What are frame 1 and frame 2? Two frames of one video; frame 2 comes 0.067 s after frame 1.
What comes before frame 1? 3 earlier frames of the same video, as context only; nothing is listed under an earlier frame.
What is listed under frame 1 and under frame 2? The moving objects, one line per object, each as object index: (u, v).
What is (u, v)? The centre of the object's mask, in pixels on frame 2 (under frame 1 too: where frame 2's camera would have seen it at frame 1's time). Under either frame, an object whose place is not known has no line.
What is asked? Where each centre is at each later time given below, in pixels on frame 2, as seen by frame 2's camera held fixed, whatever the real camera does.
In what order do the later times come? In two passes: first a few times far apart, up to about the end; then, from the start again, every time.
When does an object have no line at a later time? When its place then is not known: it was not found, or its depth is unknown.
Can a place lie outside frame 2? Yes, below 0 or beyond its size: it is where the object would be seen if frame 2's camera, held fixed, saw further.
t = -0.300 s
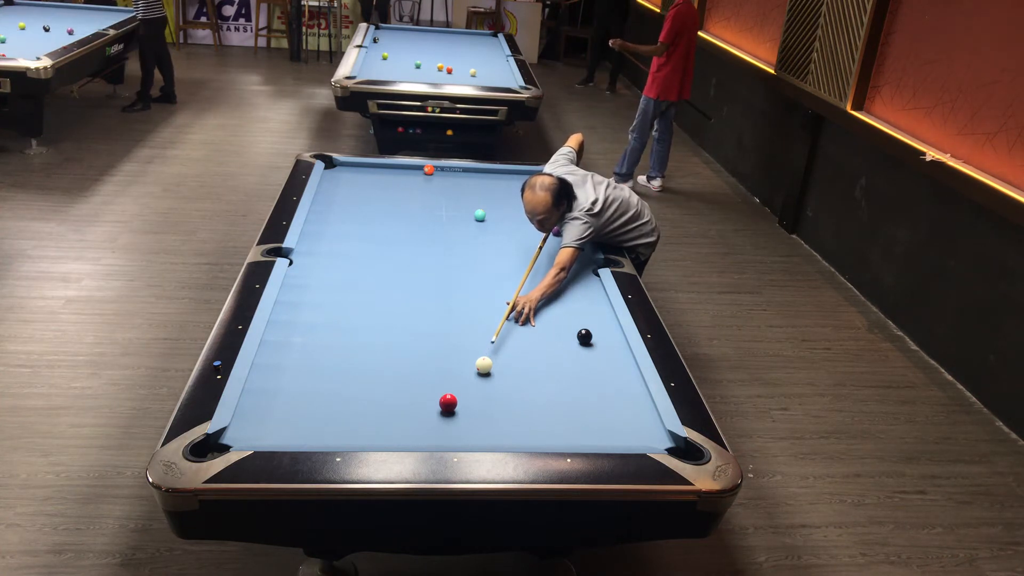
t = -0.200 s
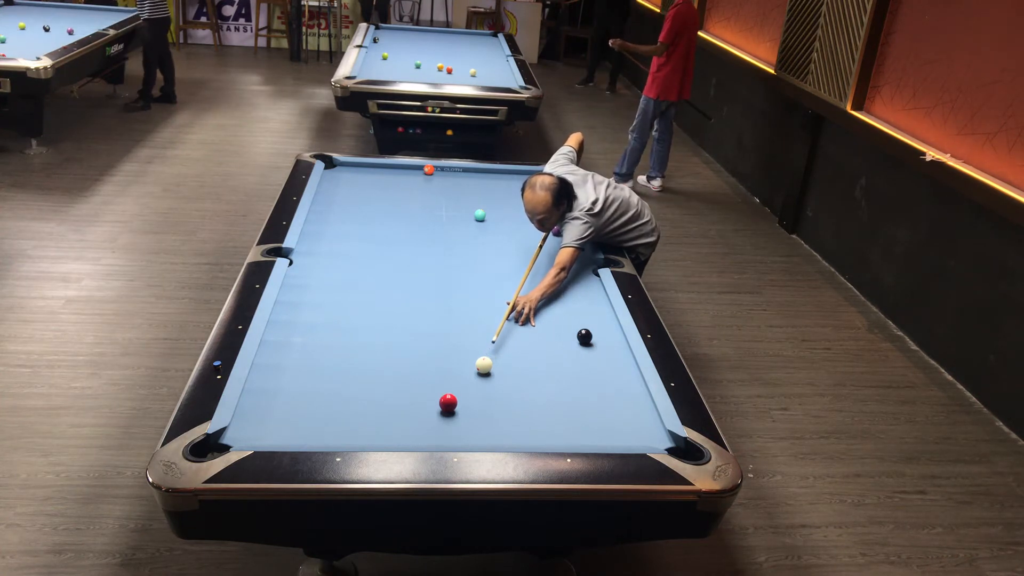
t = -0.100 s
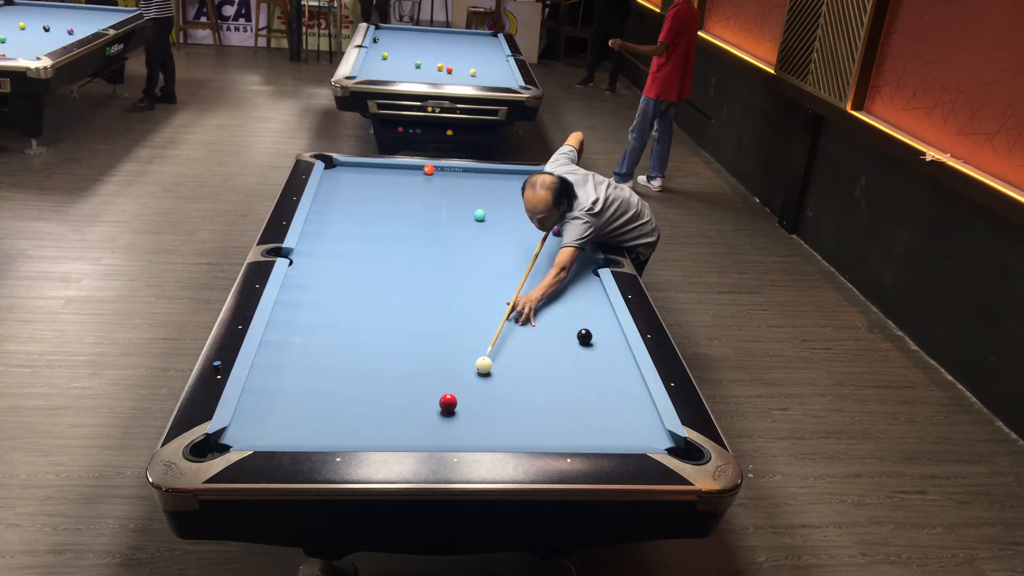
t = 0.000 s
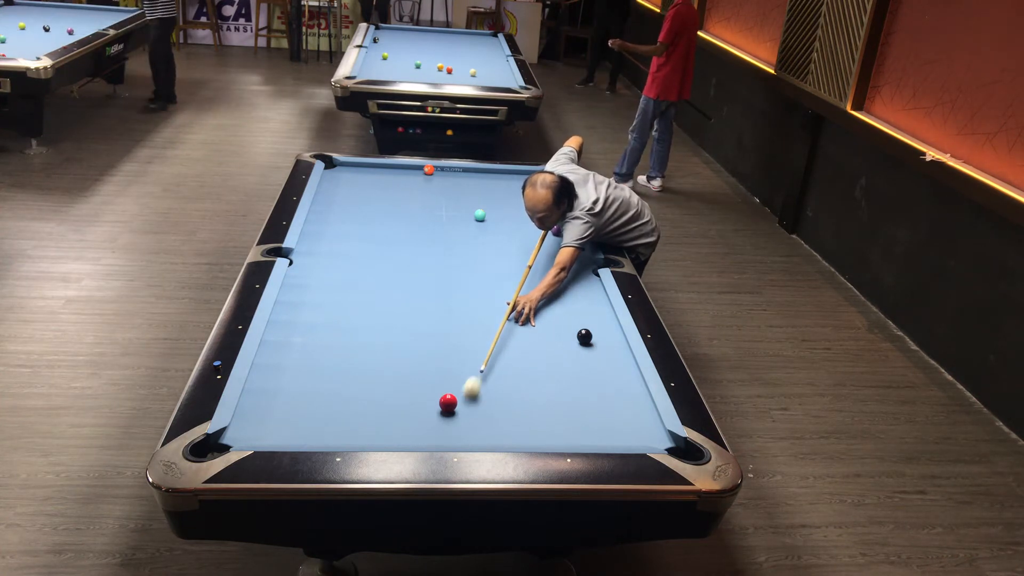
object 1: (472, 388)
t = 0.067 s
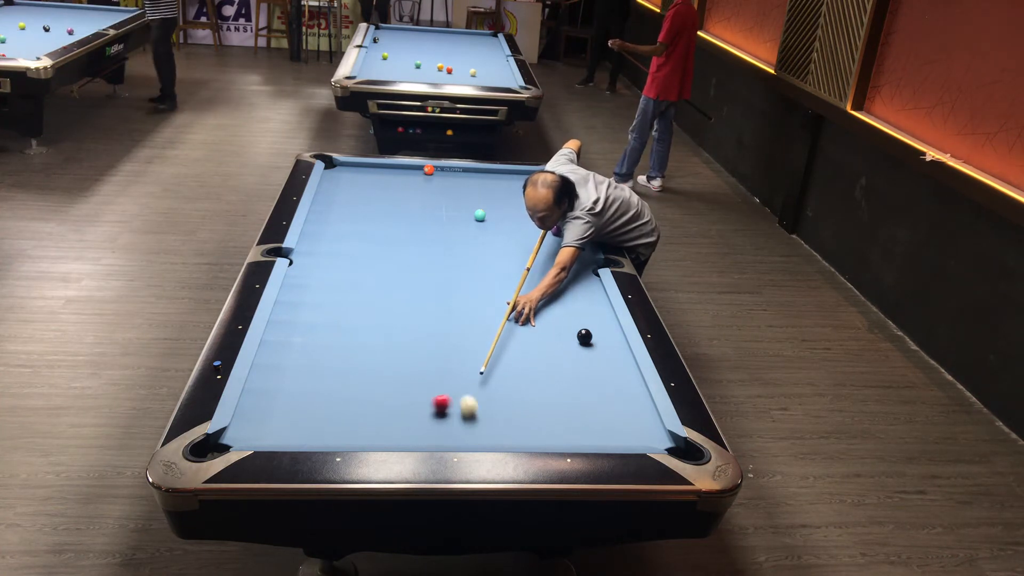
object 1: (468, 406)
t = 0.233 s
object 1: (479, 435)
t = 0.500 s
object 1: (479, 403)
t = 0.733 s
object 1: (478, 378)
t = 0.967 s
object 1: (478, 357)
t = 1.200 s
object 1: (477, 338)
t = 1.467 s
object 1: (476, 319)
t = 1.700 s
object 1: (475, 305)
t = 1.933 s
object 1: (473, 292)
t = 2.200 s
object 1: (472, 279)
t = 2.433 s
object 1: (471, 269)
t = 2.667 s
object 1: (470, 259)
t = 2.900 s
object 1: (470, 251)
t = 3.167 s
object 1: (469, 242)
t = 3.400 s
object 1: (469, 235)
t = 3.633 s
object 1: (468, 229)
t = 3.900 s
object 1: (467, 223)
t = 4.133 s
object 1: (467, 218)
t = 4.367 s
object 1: (467, 213)
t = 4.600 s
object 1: (466, 209)
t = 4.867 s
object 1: (466, 205)
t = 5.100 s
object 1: (466, 202)
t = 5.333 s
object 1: (466, 199)
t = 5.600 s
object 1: (466, 196)
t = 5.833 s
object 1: (466, 194)
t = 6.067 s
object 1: (466, 193)
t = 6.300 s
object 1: (466, 191)
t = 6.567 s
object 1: (466, 190)
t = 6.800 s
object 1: (466, 189)
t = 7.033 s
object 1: (466, 189)
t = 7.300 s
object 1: (466, 188)
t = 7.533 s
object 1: (466, 188)
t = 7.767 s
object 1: (466, 188)
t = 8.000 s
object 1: (466, 188)
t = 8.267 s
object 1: (466, 188)
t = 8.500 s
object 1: (466, 188)
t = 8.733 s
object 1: (466, 188)
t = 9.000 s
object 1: (466, 188)
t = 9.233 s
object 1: (466, 188)
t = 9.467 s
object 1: (466, 188)
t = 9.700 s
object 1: (465, 188)
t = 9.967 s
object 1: (466, 188)
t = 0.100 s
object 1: (471, 414)
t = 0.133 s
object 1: (474, 423)
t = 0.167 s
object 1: (477, 431)
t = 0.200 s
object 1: (479, 436)
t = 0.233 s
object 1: (479, 435)
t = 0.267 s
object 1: (479, 431)
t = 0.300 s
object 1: (479, 427)
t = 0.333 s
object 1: (479, 423)
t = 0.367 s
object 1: (479, 418)
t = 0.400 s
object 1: (479, 414)
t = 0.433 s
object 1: (479, 410)
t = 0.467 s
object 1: (479, 406)
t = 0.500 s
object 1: (479, 403)
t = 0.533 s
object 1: (479, 399)
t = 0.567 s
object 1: (478, 396)
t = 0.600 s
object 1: (478, 392)
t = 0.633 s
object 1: (478, 388)
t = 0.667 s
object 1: (478, 385)
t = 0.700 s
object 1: (478, 382)
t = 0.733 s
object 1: (478, 378)
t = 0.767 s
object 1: (478, 375)
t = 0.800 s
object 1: (478, 372)
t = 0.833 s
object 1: (478, 369)
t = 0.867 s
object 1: (478, 366)
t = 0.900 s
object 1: (478, 363)
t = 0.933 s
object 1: (478, 360)
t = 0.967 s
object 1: (478, 357)
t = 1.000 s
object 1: (478, 354)
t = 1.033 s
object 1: (477, 351)
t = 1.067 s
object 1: (477, 349)
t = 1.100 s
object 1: (477, 346)
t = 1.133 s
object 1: (477, 344)
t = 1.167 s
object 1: (477, 341)
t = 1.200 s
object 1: (477, 338)
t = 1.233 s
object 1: (477, 336)
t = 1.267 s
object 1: (477, 333)
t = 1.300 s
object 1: (477, 331)
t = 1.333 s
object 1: (476, 329)
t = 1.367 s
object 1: (476, 326)
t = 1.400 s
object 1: (476, 324)
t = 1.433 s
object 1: (476, 322)
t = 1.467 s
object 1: (476, 319)
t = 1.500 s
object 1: (476, 317)
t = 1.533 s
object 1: (476, 315)
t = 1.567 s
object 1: (475, 313)
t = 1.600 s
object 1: (475, 311)
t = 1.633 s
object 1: (475, 309)
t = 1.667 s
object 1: (475, 307)
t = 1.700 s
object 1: (475, 305)
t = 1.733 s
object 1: (475, 303)
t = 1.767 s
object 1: (474, 301)
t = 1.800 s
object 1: (474, 299)
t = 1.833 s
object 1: (474, 298)
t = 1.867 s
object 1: (474, 296)
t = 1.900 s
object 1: (474, 294)
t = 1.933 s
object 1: (473, 292)
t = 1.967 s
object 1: (473, 290)
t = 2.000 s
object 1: (473, 289)
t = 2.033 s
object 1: (473, 287)
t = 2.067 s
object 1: (473, 285)
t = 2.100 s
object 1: (472, 284)
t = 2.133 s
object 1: (472, 282)
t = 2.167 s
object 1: (472, 280)
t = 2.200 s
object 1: (472, 279)
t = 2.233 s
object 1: (472, 277)
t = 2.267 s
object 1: (471, 276)
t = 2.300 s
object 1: (471, 274)
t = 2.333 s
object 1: (471, 273)
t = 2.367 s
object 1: (471, 271)
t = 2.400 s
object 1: (471, 270)
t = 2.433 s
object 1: (471, 269)
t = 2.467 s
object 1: (471, 267)
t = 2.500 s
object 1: (471, 266)
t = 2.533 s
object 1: (471, 265)
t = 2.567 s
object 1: (470, 263)
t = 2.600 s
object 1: (470, 262)
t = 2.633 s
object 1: (471, 260)
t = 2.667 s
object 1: (470, 259)
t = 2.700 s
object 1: (470, 258)
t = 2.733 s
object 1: (470, 256)
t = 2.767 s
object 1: (470, 256)
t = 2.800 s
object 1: (470, 254)
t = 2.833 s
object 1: (470, 253)
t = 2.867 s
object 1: (470, 252)
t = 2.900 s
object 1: (470, 251)
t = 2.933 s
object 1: (470, 250)
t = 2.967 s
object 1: (470, 248)
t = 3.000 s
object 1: (470, 247)
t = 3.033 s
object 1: (469, 246)
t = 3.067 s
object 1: (469, 245)
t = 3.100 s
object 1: (469, 244)
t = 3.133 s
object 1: (469, 243)
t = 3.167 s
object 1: (469, 242)
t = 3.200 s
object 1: (469, 241)
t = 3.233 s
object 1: (469, 240)
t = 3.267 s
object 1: (469, 239)
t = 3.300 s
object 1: (469, 238)
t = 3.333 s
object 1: (469, 237)
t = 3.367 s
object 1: (469, 236)
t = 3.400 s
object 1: (469, 235)
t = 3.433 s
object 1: (469, 234)
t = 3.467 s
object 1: (469, 233)
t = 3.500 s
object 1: (468, 233)
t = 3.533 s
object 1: (468, 232)
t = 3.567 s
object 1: (468, 231)
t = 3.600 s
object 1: (468, 230)
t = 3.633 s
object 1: (468, 229)
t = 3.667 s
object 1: (468, 228)
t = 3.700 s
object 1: (468, 227)
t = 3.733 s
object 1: (468, 227)
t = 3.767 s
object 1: (468, 226)
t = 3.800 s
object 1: (468, 225)
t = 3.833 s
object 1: (467, 224)
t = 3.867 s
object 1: (467, 223)
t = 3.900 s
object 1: (467, 223)
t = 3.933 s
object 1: (467, 222)
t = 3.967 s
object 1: (467, 221)
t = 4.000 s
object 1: (467, 220)
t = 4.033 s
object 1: (467, 220)
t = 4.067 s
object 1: (467, 219)
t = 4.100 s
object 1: (467, 218)
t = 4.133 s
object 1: (467, 218)
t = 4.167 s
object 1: (467, 217)
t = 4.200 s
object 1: (467, 216)
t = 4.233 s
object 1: (467, 216)
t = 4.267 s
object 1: (467, 215)
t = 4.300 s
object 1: (467, 214)
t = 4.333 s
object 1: (467, 214)
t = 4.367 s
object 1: (467, 213)
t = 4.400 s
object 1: (467, 213)
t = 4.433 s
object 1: (467, 212)
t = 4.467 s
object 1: (467, 211)
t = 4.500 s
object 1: (466, 211)
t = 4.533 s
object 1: (466, 210)
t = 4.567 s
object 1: (466, 210)
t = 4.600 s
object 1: (466, 209)
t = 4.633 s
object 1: (466, 209)
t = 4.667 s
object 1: (466, 208)
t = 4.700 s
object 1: (466, 208)
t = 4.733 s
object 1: (466, 207)
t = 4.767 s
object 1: (466, 207)
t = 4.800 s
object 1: (466, 206)
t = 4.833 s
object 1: (466, 205)
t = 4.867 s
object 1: (466, 205)
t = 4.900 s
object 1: (466, 205)
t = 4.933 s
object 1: (466, 204)
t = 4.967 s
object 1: (466, 204)
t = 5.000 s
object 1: (466, 203)
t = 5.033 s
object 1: (466, 203)
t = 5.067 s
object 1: (466, 202)
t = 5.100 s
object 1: (466, 202)
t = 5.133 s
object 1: (466, 201)
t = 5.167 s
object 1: (466, 201)
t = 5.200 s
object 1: (466, 201)
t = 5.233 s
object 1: (466, 200)
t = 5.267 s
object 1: (466, 200)
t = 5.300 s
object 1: (466, 200)
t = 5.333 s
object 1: (466, 199)
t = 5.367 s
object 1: (466, 199)
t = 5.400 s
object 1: (466, 198)
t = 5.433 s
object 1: (466, 198)
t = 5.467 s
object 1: (466, 198)
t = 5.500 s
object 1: (466, 197)
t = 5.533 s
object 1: (466, 197)
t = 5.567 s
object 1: (466, 197)
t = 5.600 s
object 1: (466, 196)
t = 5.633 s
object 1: (466, 196)
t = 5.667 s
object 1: (466, 196)
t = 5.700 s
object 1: (466, 195)
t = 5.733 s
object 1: (466, 195)
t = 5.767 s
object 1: (466, 195)
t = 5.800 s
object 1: (466, 194)
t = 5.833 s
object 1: (466, 194)
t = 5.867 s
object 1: (466, 194)
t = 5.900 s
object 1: (466, 194)
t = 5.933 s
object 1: (466, 193)
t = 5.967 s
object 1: (466, 193)
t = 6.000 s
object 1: (466, 193)
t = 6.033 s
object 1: (466, 193)
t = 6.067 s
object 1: (466, 193)
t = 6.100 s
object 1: (466, 192)
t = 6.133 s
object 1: (466, 192)
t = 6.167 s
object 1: (466, 192)
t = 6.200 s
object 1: (466, 192)
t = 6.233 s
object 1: (466, 192)
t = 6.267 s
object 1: (466, 191)
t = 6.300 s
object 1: (466, 191)
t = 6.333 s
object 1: (466, 191)
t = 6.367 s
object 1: (466, 191)
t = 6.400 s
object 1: (466, 191)
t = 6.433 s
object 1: (466, 190)
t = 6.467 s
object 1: (466, 190)
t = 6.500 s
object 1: (466, 190)
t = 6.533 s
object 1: (466, 190)
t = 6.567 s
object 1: (466, 190)
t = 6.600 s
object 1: (466, 190)
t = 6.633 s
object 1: (466, 190)
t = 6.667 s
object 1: (466, 190)
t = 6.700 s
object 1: (466, 189)
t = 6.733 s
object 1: (466, 189)
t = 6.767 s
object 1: (466, 189)
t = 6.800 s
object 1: (466, 189)
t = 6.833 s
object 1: (466, 189)
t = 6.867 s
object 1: (466, 189)
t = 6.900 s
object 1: (466, 189)
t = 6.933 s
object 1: (466, 189)
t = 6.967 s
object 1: (466, 189)
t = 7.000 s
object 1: (465, 189)
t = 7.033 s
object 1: (466, 189)
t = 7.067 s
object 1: (465, 189)
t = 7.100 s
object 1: (466, 189)
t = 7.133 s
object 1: (466, 189)
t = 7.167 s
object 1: (466, 189)
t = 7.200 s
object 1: (466, 188)
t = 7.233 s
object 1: (466, 188)
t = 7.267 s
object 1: (466, 188)
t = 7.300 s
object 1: (466, 188)
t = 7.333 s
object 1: (466, 188)
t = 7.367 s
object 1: (466, 188)
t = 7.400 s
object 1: (466, 188)
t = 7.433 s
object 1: (466, 188)
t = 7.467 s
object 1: (466, 188)
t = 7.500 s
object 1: (466, 188)
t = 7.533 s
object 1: (466, 188)
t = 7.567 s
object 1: (466, 188)
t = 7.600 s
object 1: (466, 188)
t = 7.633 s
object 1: (466, 188)
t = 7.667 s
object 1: (466, 188)
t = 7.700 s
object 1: (466, 188)
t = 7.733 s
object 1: (466, 188)
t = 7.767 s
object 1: (466, 188)
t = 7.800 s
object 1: (466, 188)
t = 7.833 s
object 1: (466, 188)
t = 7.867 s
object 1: (466, 188)
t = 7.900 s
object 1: (466, 188)
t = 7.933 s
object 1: (466, 188)
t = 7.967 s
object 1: (466, 188)
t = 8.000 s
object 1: (466, 188)
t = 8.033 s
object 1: (466, 188)
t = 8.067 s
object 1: (466, 188)
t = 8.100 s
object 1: (466, 188)
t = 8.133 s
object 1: (466, 188)
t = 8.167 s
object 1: (466, 188)
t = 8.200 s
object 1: (466, 188)
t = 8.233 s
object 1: (466, 188)
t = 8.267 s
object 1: (466, 188)
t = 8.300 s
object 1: (466, 188)
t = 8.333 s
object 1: (466, 188)
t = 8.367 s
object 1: (466, 188)
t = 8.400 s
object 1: (466, 188)
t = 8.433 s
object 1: (466, 188)
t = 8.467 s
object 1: (466, 188)
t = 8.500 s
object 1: (466, 188)
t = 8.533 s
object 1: (466, 188)
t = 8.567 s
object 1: (466, 188)
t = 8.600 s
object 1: (466, 188)
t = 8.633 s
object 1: (466, 188)
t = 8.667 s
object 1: (465, 188)
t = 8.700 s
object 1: (466, 188)
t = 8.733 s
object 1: (466, 188)
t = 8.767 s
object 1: (466, 188)
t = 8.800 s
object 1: (466, 188)
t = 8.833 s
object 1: (466, 188)
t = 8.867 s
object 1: (466, 188)
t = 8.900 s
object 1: (466, 188)
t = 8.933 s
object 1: (466, 188)
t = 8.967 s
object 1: (466, 188)
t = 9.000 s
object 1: (466, 188)
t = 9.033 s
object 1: (465, 188)
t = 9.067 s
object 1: (466, 188)
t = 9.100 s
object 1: (466, 188)
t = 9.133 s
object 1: (465, 188)
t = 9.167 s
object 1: (466, 188)
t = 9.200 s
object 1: (466, 188)
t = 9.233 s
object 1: (466, 188)
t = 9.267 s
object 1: (466, 188)
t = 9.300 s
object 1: (466, 188)
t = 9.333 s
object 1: (466, 188)
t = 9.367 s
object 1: (466, 188)
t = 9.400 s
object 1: (466, 188)
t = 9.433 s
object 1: (466, 188)
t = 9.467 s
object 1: (466, 188)
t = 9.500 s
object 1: (465, 188)
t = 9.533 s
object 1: (466, 188)
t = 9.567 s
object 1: (465, 188)
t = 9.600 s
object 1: (465, 188)
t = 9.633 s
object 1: (465, 188)
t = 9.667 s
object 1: (466, 188)
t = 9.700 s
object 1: (465, 188)
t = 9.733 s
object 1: (466, 188)
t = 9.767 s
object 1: (466, 188)
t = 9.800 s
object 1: (466, 188)
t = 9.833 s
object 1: (465, 188)
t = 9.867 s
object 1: (466, 188)
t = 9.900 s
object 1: (466, 188)
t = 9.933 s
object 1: (466, 188)
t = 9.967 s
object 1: (466, 188)
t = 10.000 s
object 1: (465, 188)
